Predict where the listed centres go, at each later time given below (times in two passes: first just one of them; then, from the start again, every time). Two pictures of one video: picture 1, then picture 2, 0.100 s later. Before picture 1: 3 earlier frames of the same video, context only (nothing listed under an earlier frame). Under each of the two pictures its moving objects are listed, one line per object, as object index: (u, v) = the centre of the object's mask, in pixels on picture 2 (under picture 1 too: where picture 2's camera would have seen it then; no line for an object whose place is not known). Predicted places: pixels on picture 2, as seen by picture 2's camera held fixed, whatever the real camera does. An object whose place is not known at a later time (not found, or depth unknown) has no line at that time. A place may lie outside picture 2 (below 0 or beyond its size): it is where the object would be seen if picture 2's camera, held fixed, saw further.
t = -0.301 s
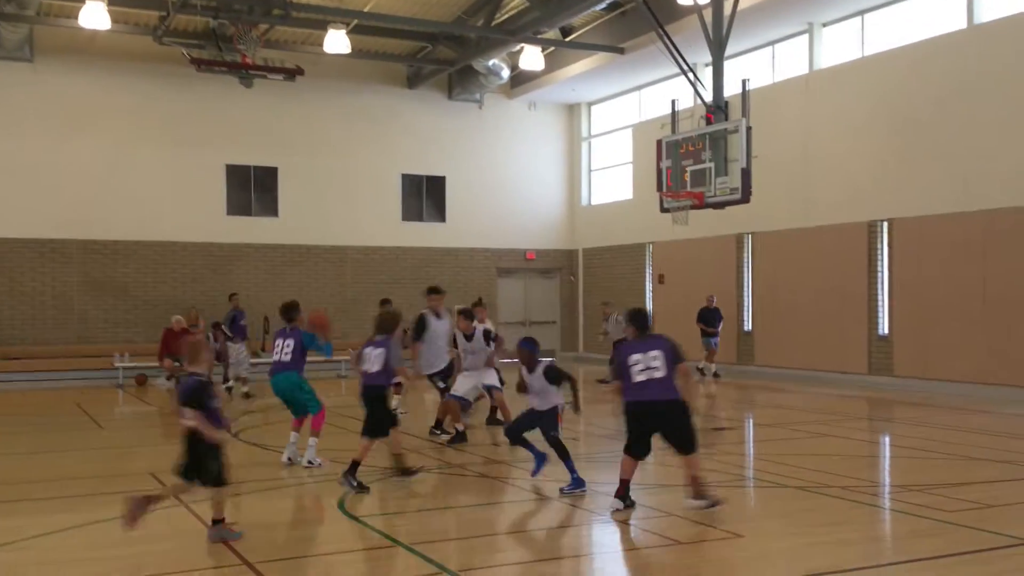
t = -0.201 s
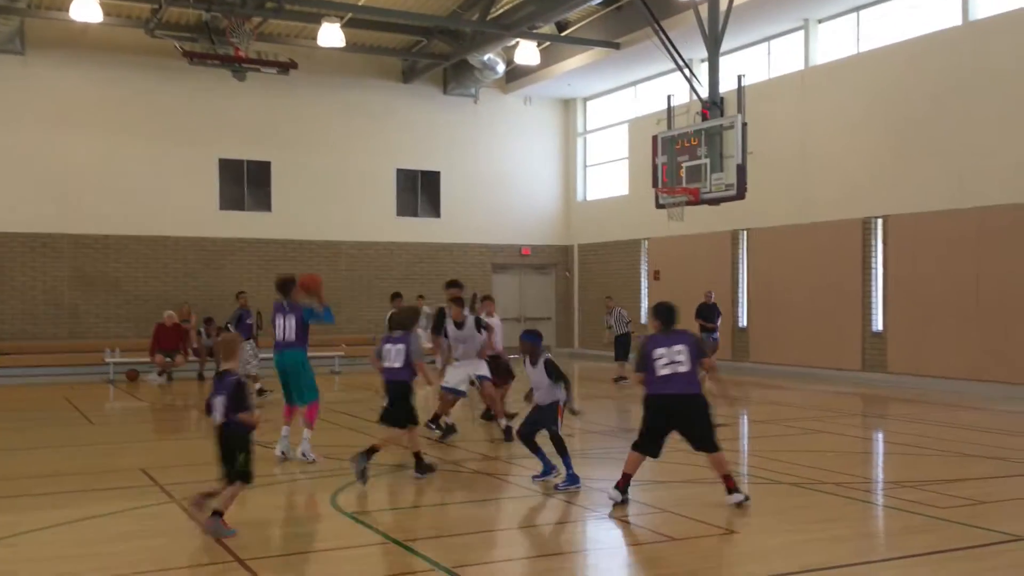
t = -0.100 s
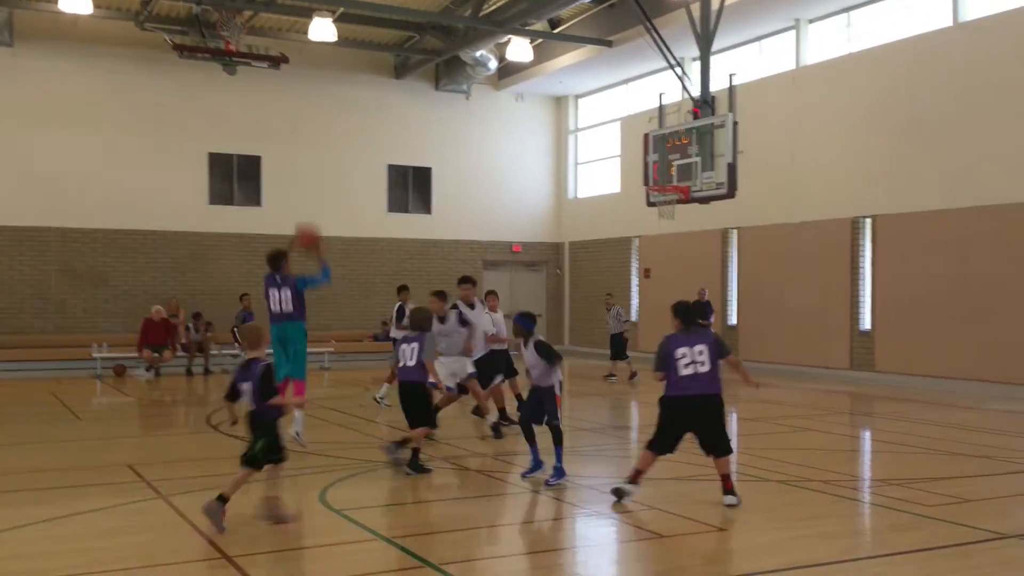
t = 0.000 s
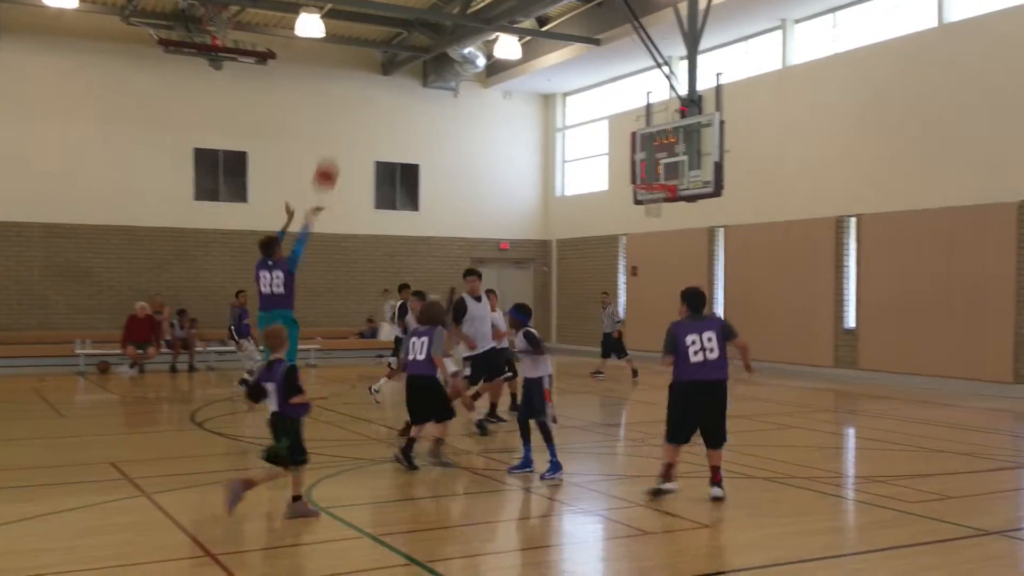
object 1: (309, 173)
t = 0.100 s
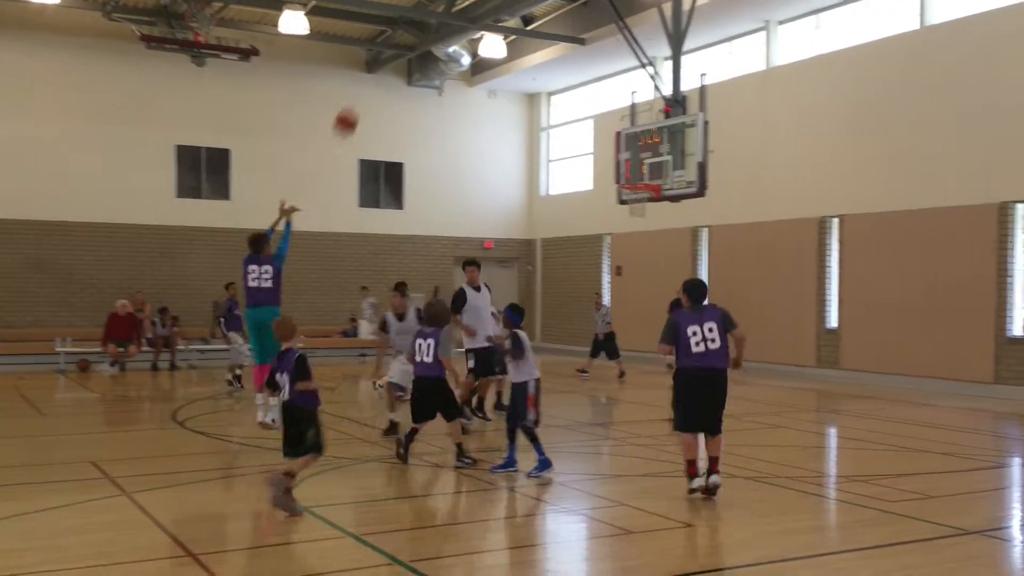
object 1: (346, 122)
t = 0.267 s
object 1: (396, 64)
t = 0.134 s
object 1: (358, 109)
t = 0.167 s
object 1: (368, 96)
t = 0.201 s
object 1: (379, 84)
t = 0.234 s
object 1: (387, 74)
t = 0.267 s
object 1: (396, 64)
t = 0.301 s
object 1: (406, 56)
